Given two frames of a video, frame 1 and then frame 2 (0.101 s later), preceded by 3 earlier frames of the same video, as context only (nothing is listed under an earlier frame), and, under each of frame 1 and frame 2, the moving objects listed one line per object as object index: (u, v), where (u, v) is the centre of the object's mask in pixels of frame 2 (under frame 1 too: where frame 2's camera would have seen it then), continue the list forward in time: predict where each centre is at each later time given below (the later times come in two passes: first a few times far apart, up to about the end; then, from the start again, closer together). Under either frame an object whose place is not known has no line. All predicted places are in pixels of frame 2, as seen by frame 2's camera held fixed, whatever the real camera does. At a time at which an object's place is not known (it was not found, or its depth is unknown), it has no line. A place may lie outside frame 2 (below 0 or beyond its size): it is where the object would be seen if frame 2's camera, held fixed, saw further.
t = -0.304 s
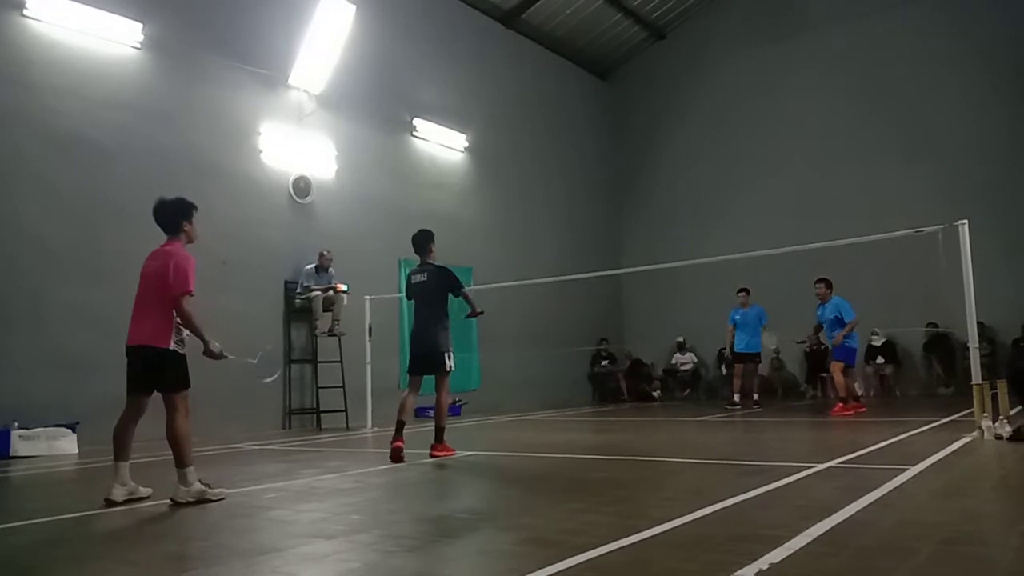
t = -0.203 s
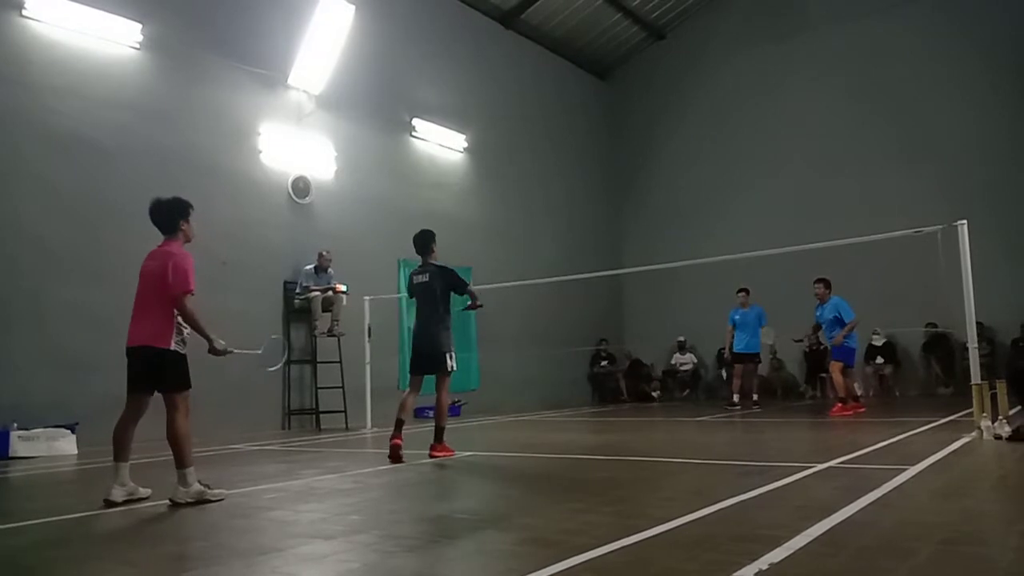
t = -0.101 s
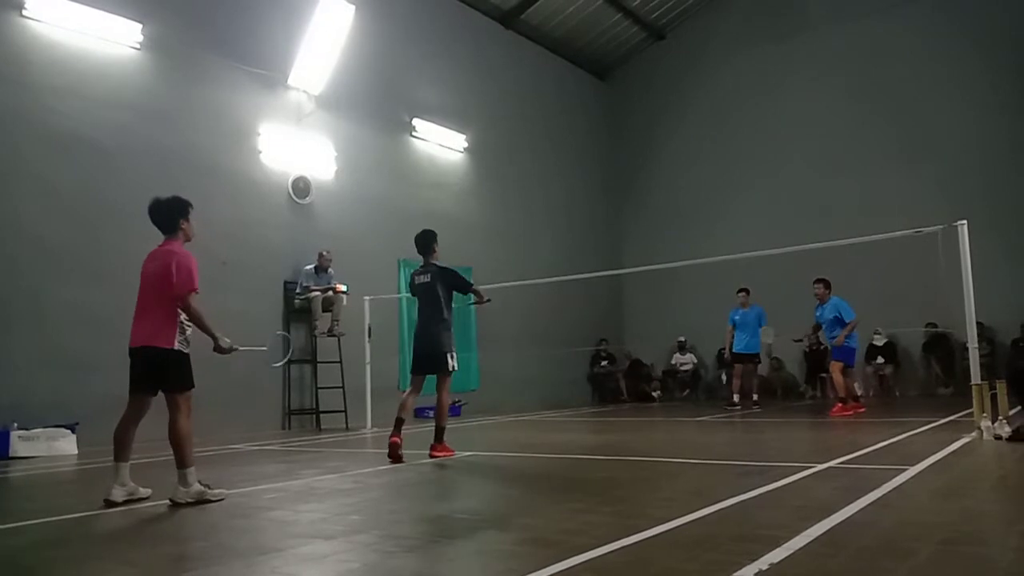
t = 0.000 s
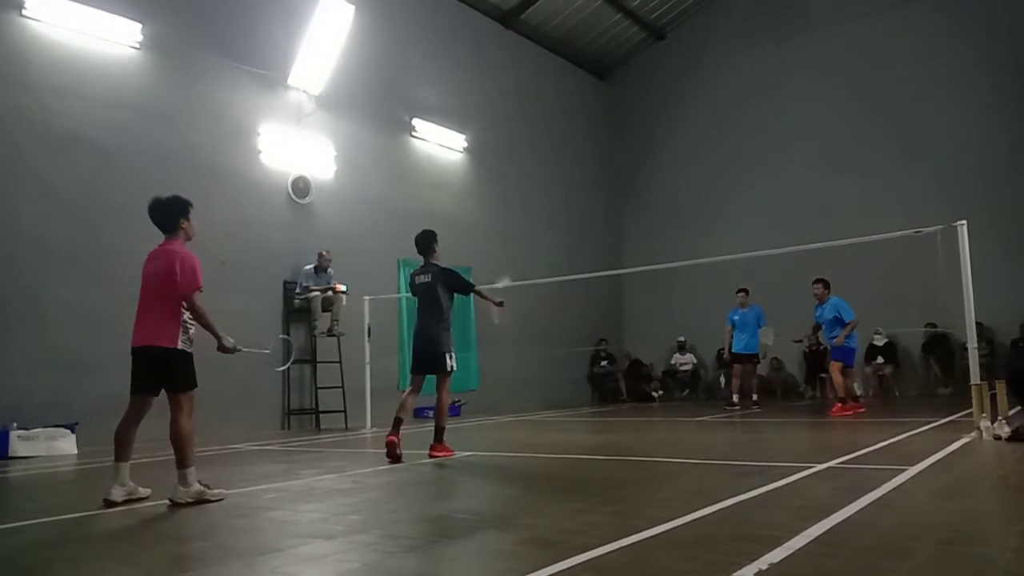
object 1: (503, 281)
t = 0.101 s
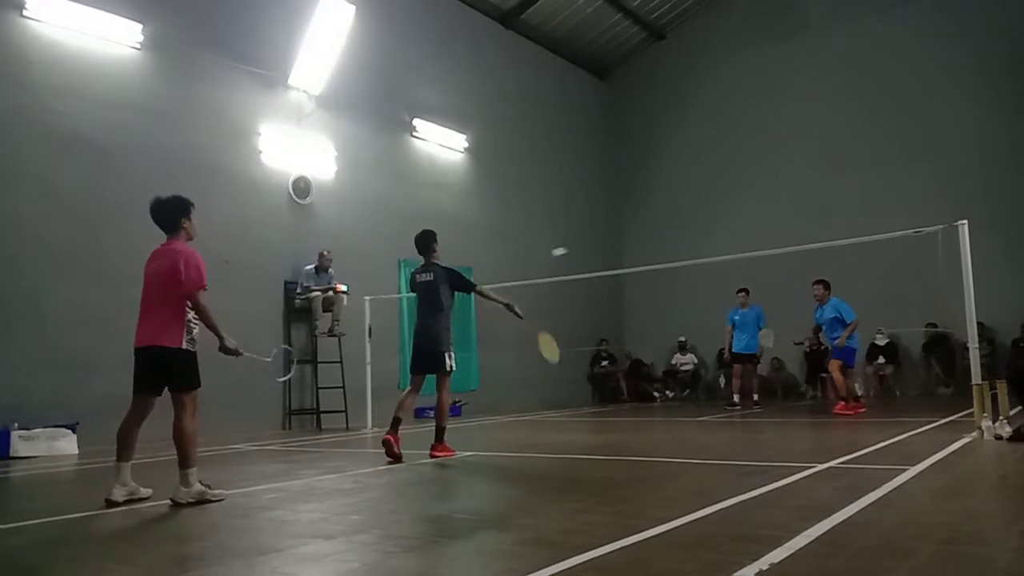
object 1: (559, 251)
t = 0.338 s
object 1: (652, 250)
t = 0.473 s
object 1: (692, 269)
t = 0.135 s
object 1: (575, 248)
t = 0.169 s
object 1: (591, 246)
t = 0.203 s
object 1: (604, 245)
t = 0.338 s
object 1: (652, 250)
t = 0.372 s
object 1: (662, 253)
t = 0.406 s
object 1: (672, 257)
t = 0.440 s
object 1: (683, 263)
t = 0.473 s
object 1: (692, 269)
